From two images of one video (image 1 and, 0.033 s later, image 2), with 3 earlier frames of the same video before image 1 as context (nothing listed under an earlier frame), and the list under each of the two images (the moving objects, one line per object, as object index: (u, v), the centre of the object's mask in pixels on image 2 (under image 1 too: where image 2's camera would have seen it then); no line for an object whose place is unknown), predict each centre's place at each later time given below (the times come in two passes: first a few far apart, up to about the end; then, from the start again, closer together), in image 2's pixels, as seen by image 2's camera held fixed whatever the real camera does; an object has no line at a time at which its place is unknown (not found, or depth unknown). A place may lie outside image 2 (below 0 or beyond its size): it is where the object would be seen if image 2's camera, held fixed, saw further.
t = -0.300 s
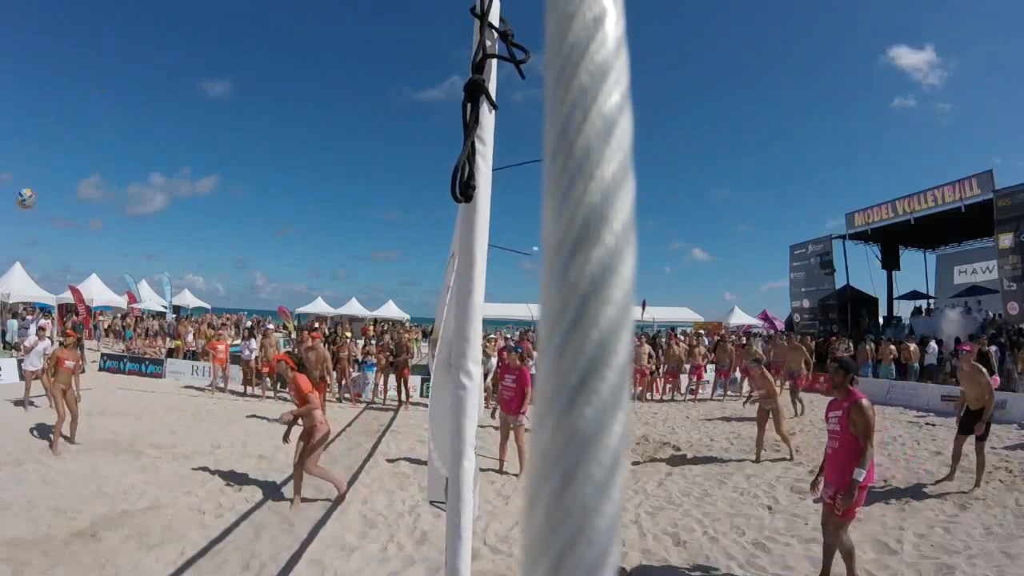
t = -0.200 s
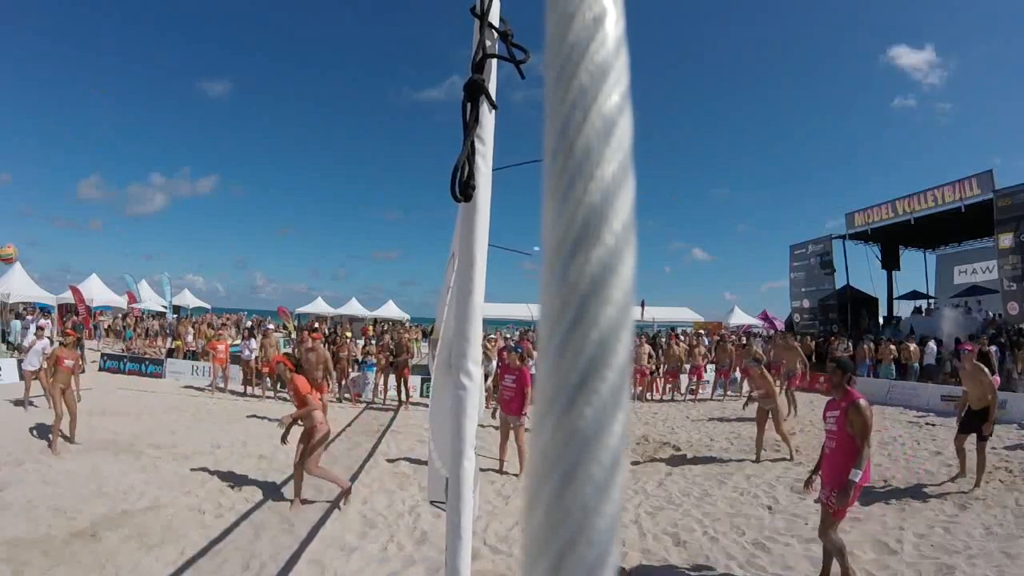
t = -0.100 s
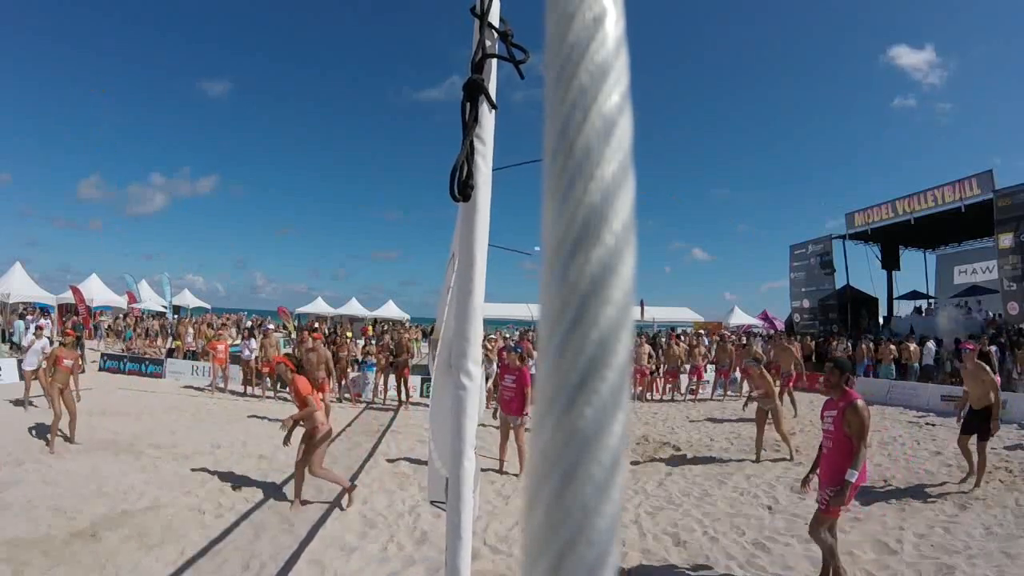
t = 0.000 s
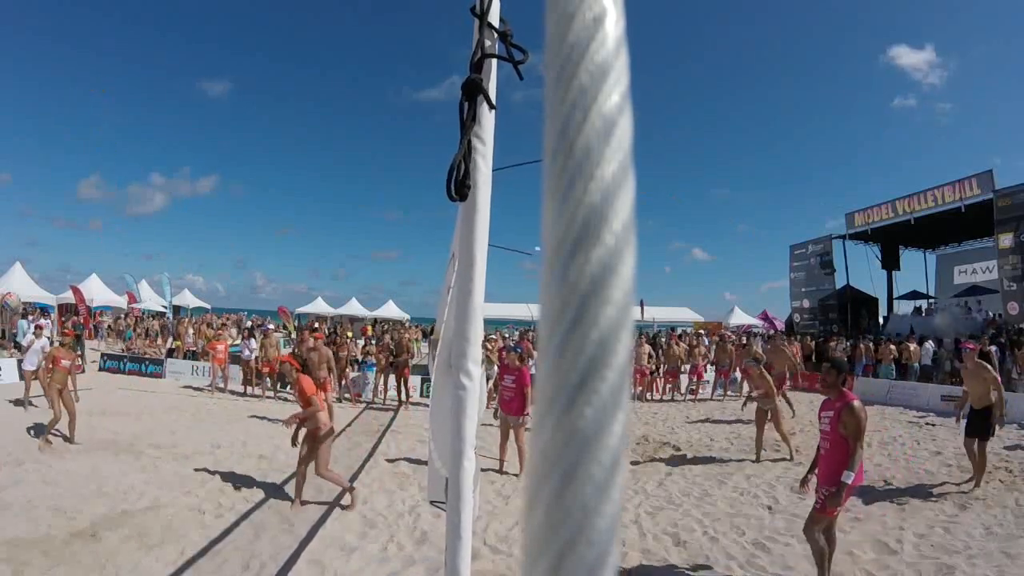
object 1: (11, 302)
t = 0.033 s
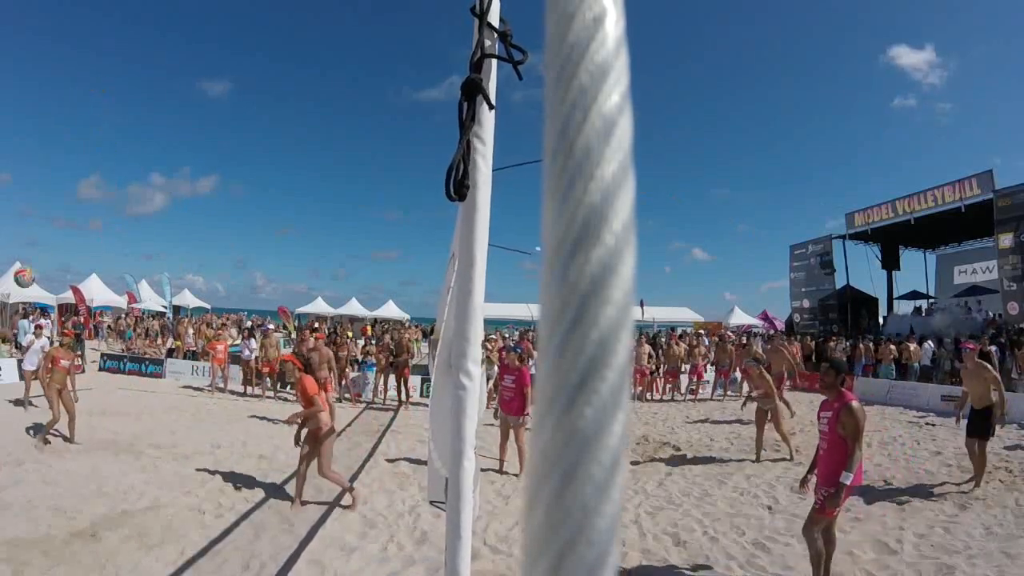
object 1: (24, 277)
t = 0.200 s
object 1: (109, 160)
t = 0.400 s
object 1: (229, 62)
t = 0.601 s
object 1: (353, 11)
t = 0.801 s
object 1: (467, 6)
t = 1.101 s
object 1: (642, 77)
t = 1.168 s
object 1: (679, 108)
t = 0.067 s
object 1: (39, 251)
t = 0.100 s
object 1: (55, 227)
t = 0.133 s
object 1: (72, 204)
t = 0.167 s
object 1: (91, 181)
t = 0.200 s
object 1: (109, 160)
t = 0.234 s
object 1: (129, 141)
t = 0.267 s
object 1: (148, 122)
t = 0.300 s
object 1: (168, 105)
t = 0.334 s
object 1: (189, 89)
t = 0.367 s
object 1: (209, 75)
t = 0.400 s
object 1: (229, 62)
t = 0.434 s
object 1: (250, 50)
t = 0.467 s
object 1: (271, 40)
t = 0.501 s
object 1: (291, 31)
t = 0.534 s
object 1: (312, 23)
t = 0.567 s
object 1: (332, 16)
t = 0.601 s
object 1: (353, 11)
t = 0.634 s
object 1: (372, 9)
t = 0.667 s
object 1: (392, 7)
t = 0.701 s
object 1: (412, 6)
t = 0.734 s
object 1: (432, 6)
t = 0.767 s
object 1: (452, 6)
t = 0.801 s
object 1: (467, 6)
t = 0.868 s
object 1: (510, 13)
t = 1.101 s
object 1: (642, 77)
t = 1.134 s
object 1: (660, 91)
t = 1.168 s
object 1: (679, 108)
